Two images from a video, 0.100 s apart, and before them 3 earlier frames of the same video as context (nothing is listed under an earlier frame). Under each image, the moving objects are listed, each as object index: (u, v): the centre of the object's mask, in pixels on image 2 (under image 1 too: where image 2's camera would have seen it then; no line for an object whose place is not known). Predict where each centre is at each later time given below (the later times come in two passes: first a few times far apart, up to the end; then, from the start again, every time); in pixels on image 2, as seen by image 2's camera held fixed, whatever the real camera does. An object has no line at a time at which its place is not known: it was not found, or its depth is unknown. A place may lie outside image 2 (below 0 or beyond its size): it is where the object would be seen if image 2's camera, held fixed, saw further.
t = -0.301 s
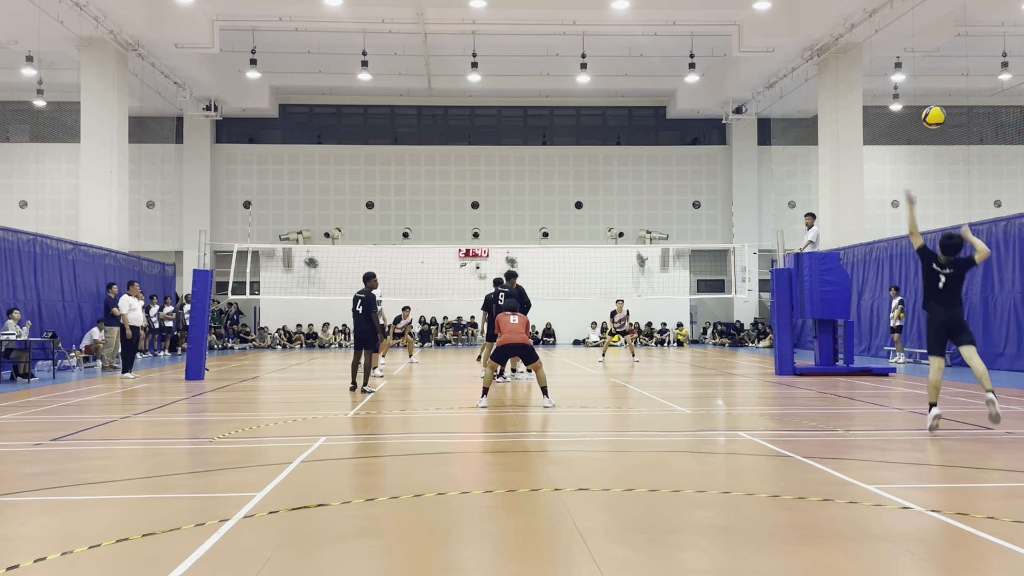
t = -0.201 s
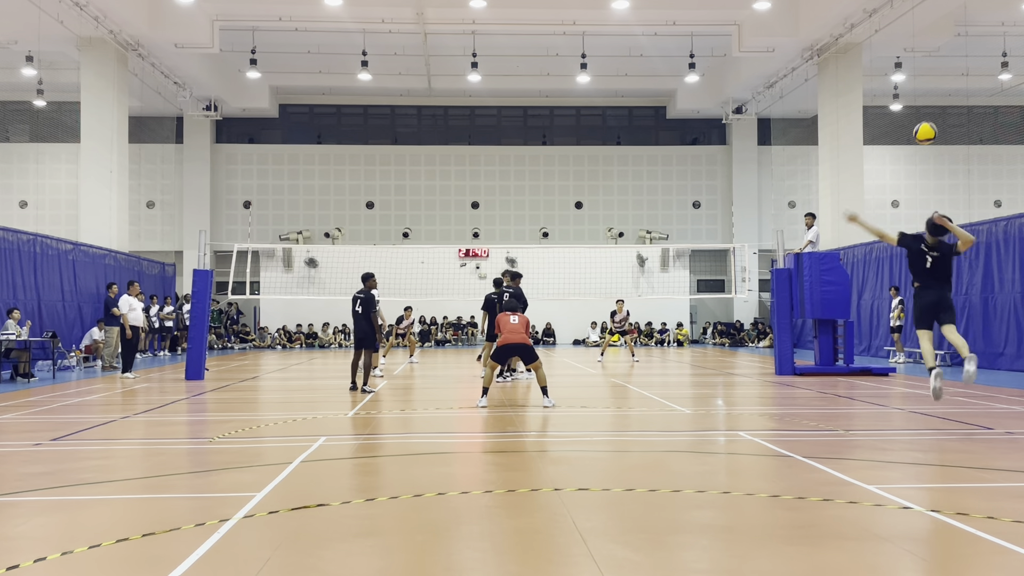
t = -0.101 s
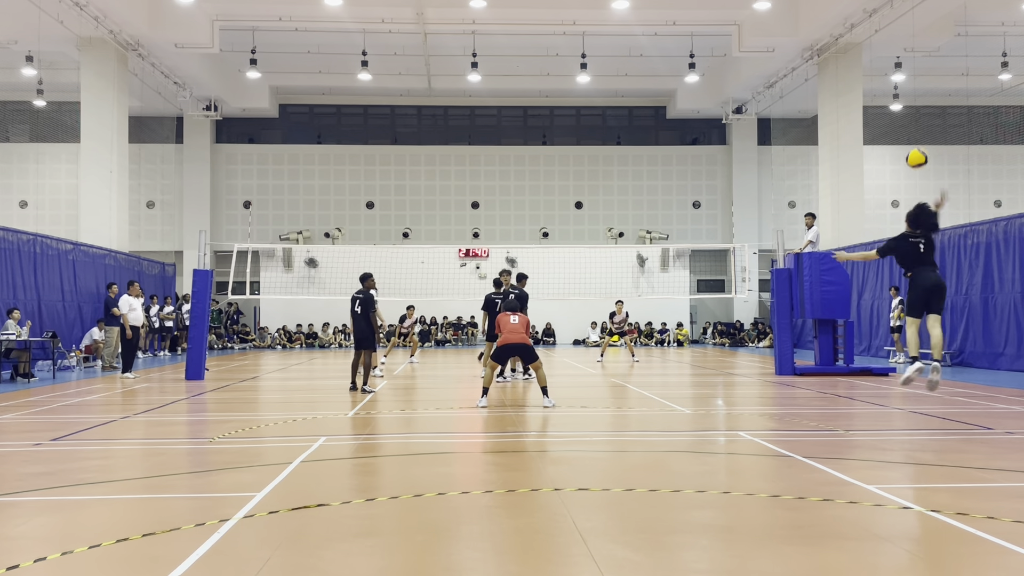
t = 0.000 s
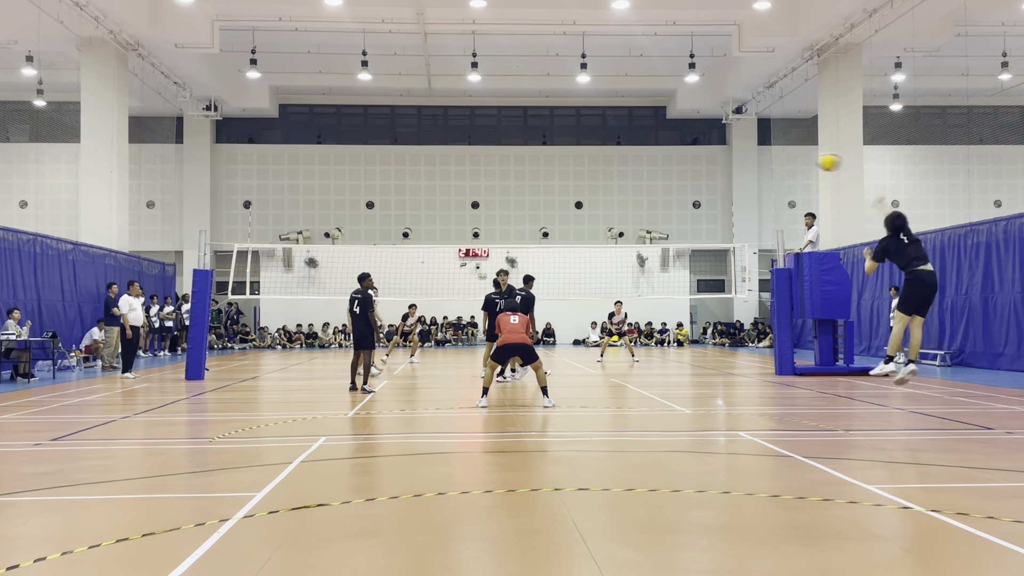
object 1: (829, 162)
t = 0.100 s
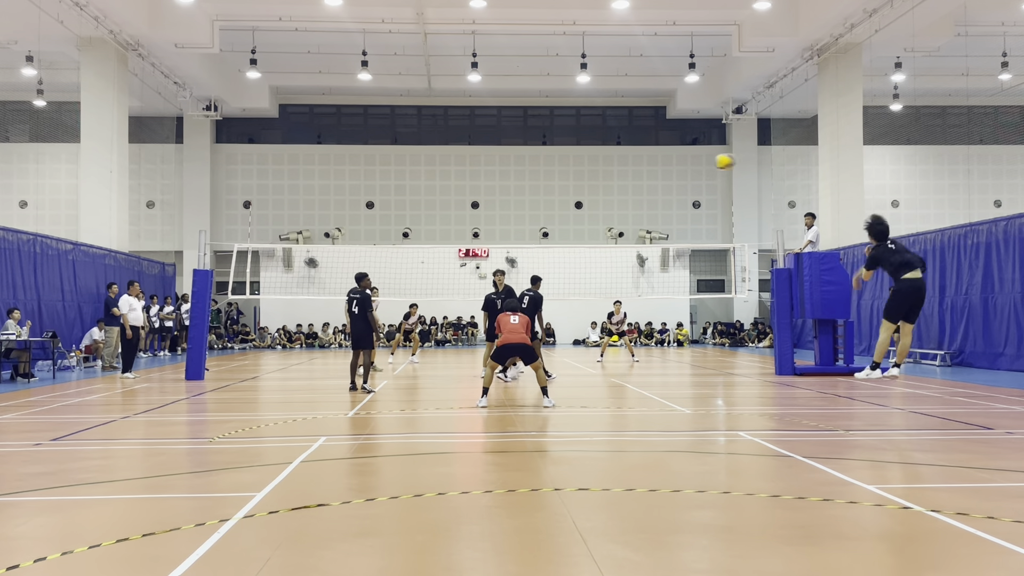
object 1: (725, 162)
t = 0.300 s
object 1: (579, 185)
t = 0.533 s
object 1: (465, 234)
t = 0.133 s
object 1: (696, 163)
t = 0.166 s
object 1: (669, 166)
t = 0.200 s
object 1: (645, 170)
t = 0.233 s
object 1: (622, 175)
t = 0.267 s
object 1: (599, 179)
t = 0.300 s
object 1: (579, 185)
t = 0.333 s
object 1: (561, 191)
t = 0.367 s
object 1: (543, 197)
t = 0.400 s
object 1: (525, 205)
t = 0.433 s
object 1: (509, 211)
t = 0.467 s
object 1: (494, 218)
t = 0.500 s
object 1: (479, 226)
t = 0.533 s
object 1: (465, 234)
